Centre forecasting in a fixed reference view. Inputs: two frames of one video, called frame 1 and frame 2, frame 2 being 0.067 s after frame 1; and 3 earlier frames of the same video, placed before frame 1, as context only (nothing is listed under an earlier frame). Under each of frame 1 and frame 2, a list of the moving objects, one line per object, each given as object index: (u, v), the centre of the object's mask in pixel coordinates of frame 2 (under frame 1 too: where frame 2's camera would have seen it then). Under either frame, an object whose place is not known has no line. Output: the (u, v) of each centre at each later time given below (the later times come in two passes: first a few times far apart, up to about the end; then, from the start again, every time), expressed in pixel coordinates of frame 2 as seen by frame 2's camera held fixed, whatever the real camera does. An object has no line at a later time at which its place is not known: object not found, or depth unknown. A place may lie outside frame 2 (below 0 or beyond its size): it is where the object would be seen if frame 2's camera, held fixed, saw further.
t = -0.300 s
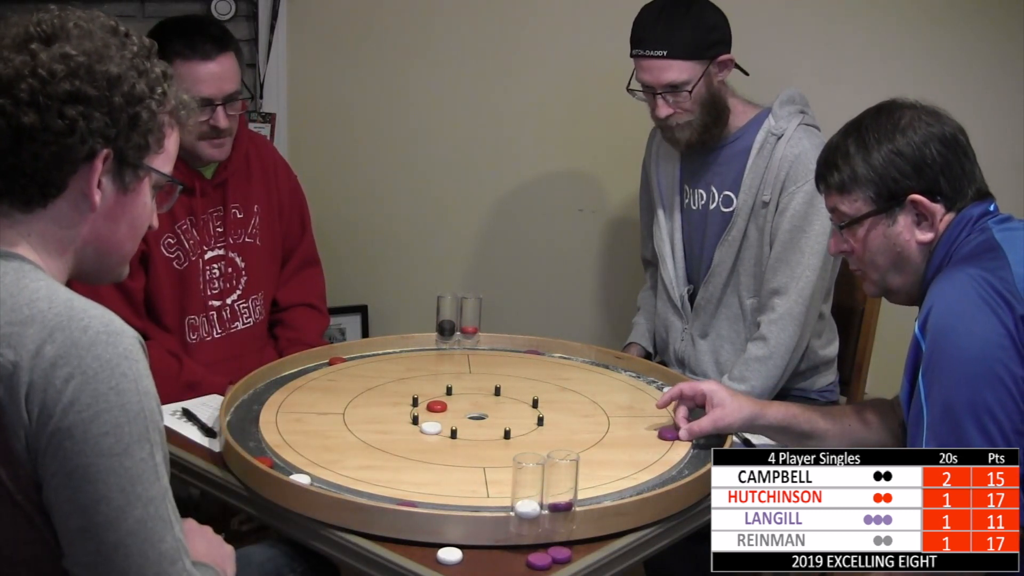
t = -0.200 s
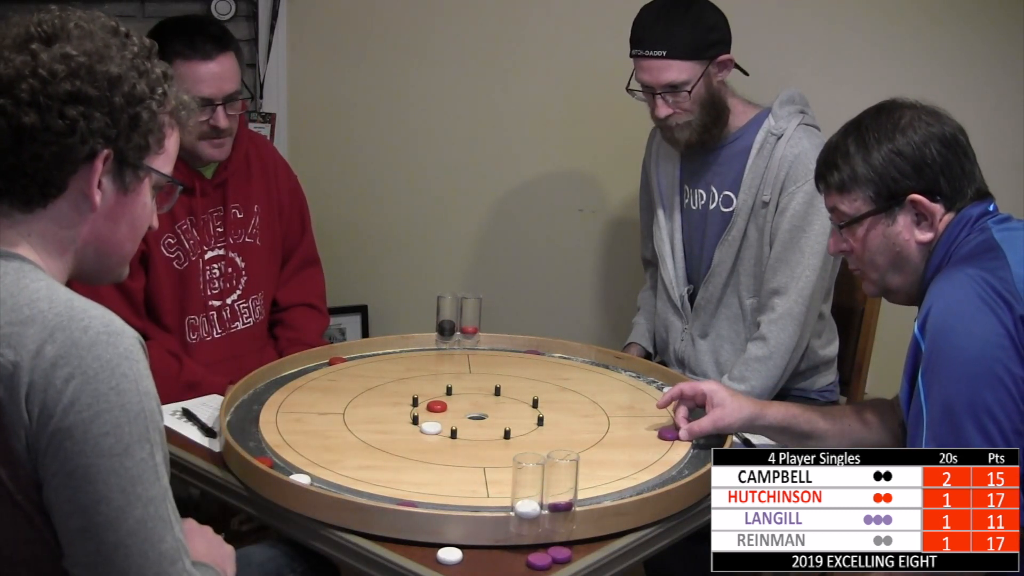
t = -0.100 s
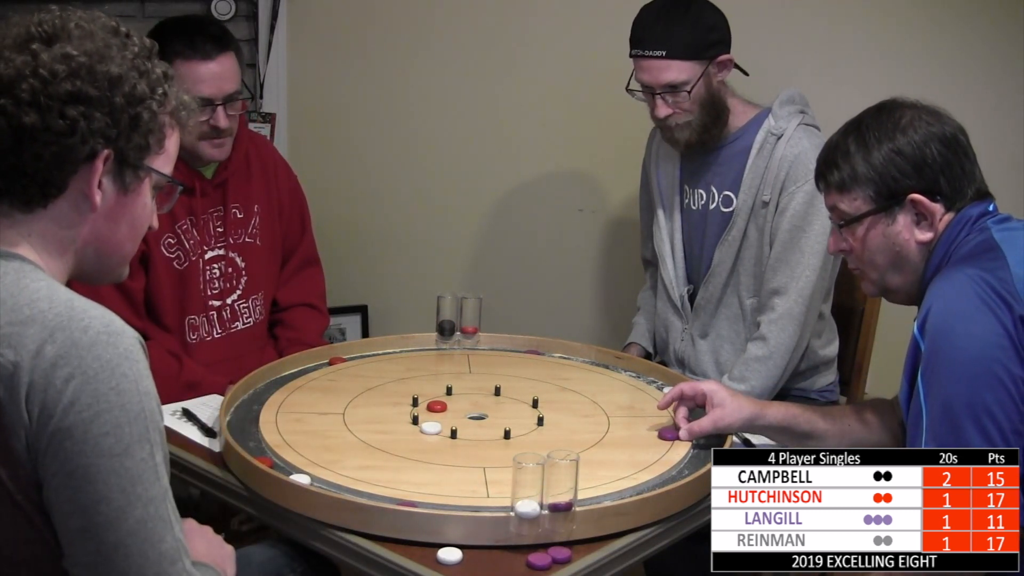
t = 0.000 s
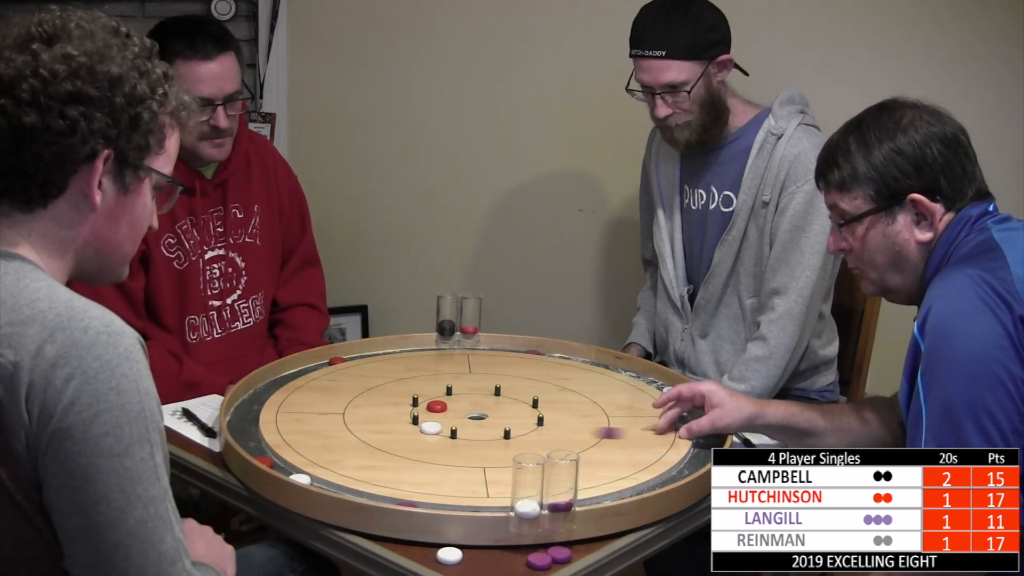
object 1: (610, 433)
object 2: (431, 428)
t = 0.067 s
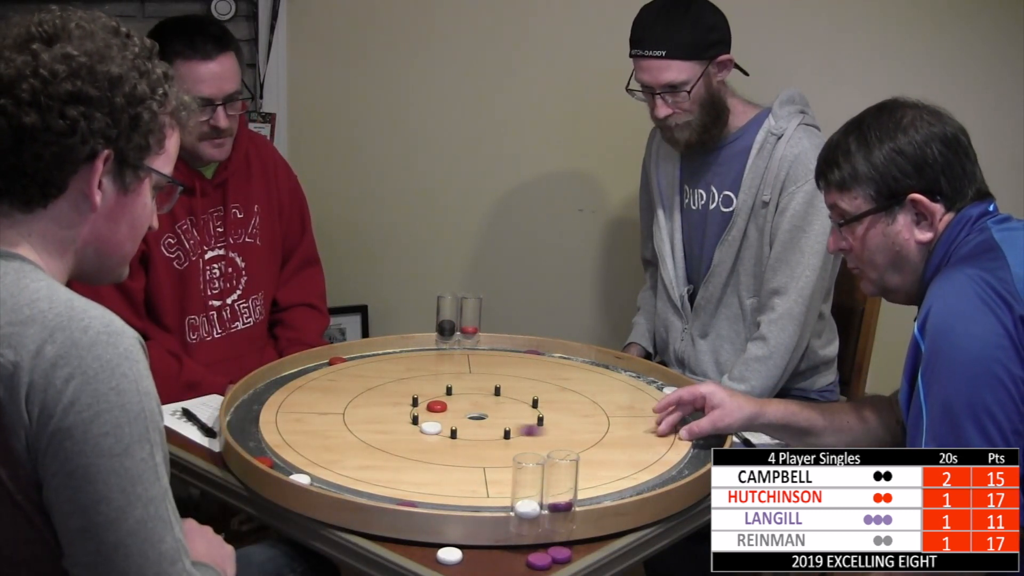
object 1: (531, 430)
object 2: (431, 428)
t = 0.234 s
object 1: (441, 419)
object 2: (347, 431)
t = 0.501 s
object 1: (433, 413)
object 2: (240, 439)
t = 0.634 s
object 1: (432, 414)
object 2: (250, 438)
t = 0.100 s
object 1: (491, 428)
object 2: (431, 428)
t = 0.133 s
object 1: (455, 426)
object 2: (431, 428)
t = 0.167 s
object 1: (448, 424)
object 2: (404, 429)
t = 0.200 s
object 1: (445, 421)
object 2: (375, 430)
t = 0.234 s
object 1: (441, 419)
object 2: (347, 431)
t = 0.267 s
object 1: (439, 417)
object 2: (321, 432)
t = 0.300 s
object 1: (436, 415)
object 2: (295, 433)
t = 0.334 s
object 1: (435, 414)
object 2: (268, 434)
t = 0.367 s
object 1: (434, 414)
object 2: (246, 437)
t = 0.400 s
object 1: (433, 414)
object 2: (246, 440)
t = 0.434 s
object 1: (433, 413)
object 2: (249, 438)
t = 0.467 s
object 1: (433, 413)
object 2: (243, 439)
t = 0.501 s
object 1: (433, 413)
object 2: (240, 439)
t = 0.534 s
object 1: (432, 413)
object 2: (243, 438)
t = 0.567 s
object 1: (432, 413)
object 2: (245, 439)
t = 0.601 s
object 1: (432, 413)
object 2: (248, 438)
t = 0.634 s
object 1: (432, 414)
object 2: (250, 438)
